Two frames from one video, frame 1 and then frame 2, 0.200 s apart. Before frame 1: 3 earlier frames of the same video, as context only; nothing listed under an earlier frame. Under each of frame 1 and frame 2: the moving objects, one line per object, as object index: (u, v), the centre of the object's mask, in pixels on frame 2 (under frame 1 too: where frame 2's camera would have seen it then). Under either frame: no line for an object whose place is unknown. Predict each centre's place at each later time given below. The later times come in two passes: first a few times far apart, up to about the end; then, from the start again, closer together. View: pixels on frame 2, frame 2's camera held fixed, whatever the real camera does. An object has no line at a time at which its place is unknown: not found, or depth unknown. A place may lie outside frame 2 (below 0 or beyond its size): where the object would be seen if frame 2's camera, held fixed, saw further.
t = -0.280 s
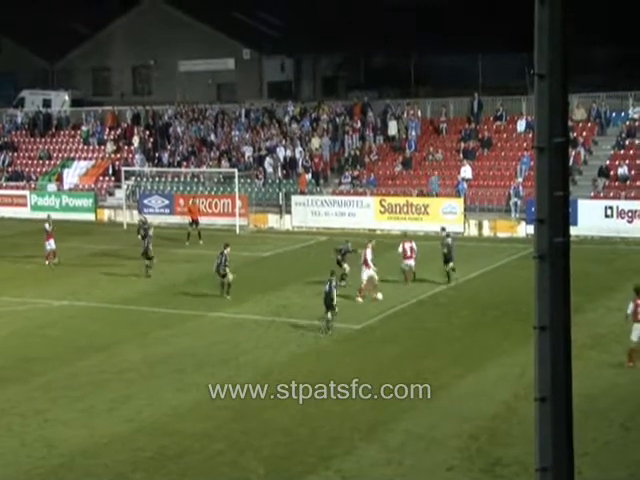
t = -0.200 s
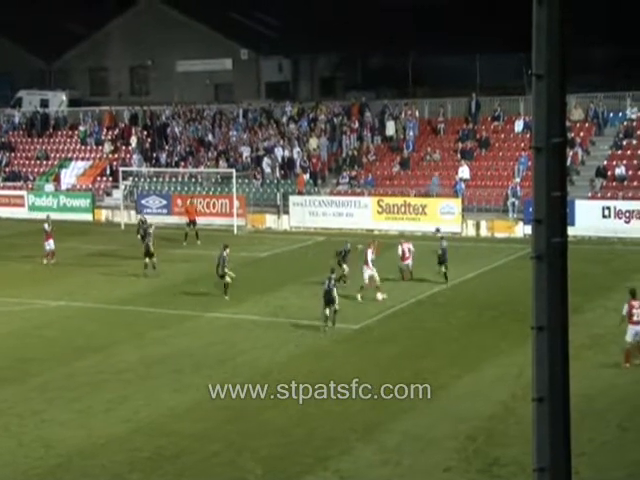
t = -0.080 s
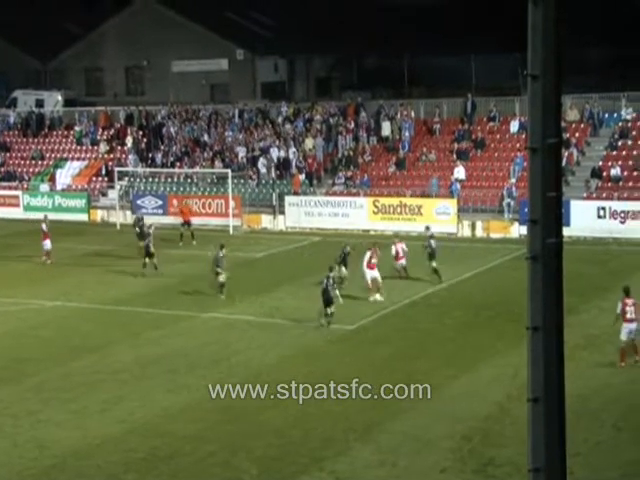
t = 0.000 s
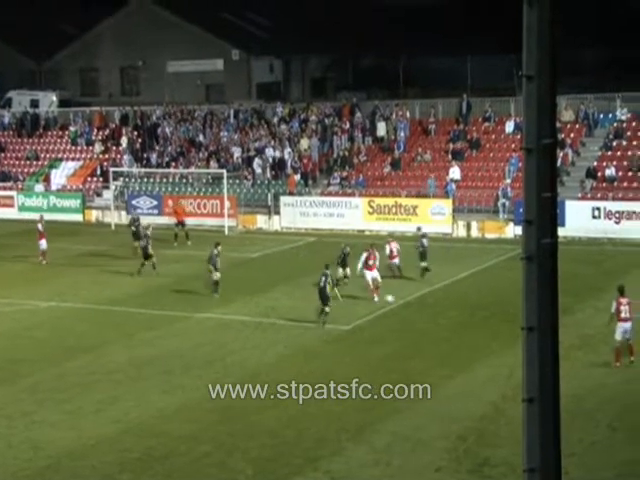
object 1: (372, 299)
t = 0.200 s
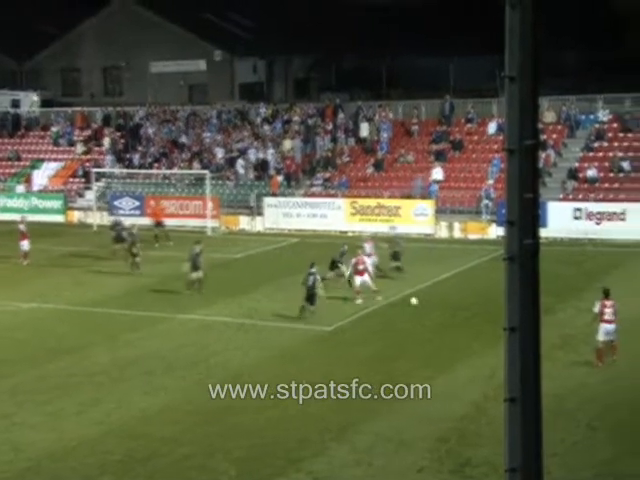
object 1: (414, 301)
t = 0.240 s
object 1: (420, 301)
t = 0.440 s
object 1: (453, 303)
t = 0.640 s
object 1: (480, 305)
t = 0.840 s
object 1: (503, 307)
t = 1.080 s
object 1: (541, 306)
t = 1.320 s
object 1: (555, 309)
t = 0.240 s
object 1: (420, 301)
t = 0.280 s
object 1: (428, 302)
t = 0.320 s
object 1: (435, 302)
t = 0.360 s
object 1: (441, 302)
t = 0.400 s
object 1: (447, 303)
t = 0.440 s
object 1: (453, 303)
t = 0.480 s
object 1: (460, 304)
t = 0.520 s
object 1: (465, 305)
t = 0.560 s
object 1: (470, 305)
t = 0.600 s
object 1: (475, 305)
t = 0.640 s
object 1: (480, 305)
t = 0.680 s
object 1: (485, 306)
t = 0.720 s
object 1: (490, 306)
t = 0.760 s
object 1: (494, 306)
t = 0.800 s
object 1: (499, 307)
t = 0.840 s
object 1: (503, 307)
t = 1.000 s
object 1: (541, 307)
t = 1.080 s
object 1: (541, 306)
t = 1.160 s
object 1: (541, 309)
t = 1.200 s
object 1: (543, 310)
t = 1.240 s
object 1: (548, 310)
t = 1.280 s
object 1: (551, 310)
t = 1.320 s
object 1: (555, 309)
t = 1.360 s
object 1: (560, 311)
